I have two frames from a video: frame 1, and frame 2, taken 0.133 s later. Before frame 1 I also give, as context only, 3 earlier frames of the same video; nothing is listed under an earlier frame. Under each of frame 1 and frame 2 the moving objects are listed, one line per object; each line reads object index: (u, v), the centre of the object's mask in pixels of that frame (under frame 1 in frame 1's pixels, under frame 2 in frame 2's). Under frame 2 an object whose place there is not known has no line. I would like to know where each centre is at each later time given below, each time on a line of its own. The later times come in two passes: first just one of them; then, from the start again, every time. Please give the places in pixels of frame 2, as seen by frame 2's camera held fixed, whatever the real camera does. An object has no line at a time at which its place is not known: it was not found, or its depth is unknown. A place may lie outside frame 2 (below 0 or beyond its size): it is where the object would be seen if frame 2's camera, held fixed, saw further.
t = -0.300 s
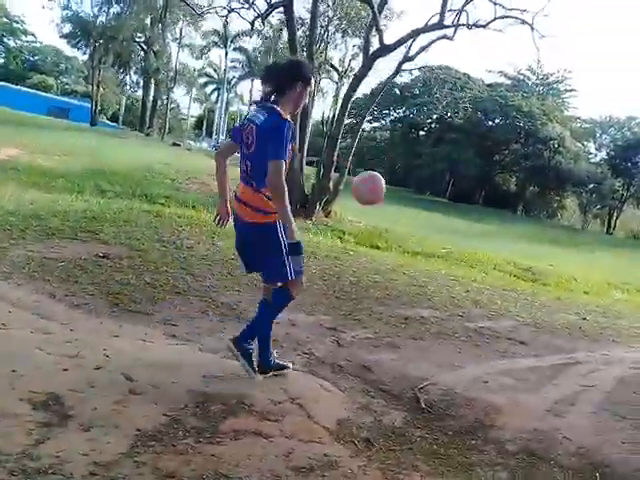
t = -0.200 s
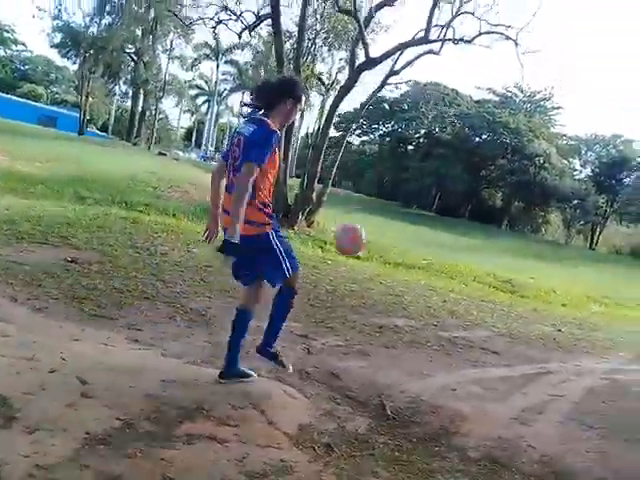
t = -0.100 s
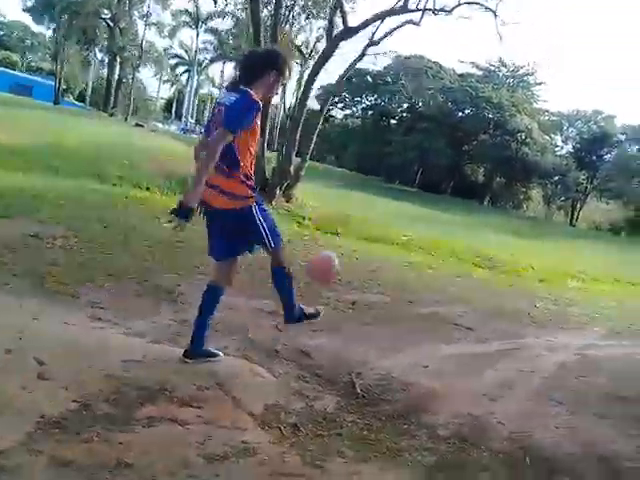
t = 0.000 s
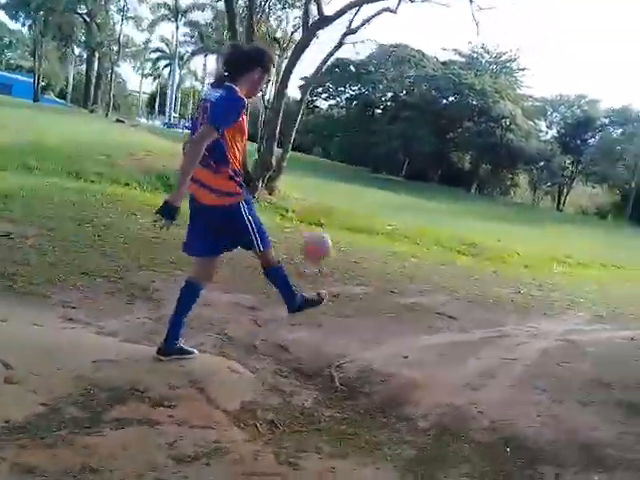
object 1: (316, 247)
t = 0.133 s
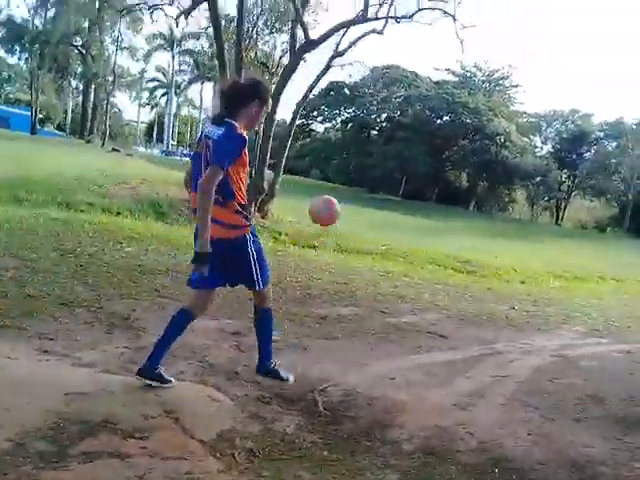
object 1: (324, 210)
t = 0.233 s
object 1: (335, 184)
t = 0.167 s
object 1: (328, 200)
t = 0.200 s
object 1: (332, 191)
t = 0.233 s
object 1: (335, 184)
